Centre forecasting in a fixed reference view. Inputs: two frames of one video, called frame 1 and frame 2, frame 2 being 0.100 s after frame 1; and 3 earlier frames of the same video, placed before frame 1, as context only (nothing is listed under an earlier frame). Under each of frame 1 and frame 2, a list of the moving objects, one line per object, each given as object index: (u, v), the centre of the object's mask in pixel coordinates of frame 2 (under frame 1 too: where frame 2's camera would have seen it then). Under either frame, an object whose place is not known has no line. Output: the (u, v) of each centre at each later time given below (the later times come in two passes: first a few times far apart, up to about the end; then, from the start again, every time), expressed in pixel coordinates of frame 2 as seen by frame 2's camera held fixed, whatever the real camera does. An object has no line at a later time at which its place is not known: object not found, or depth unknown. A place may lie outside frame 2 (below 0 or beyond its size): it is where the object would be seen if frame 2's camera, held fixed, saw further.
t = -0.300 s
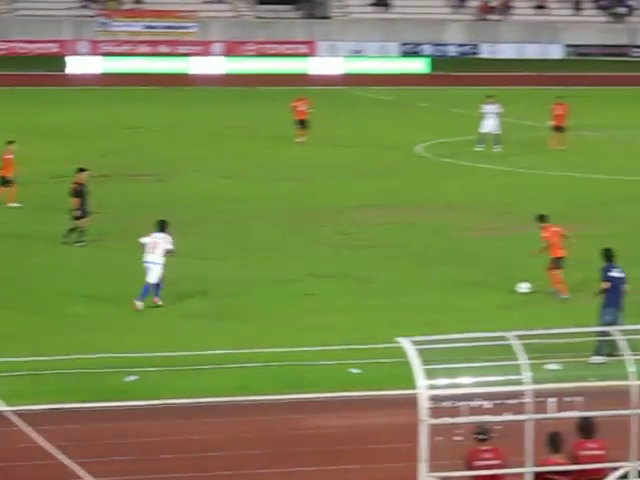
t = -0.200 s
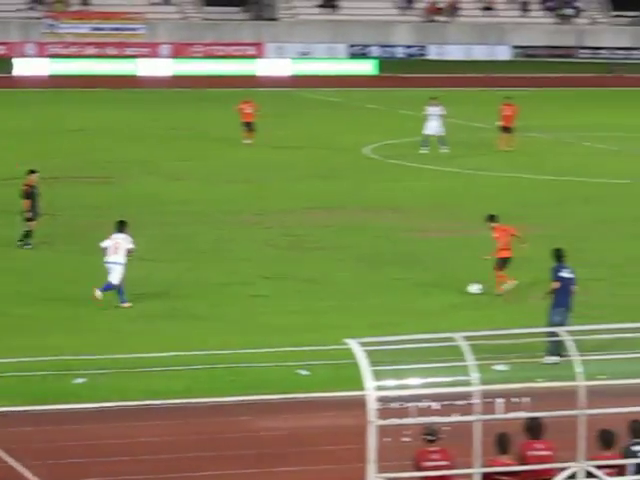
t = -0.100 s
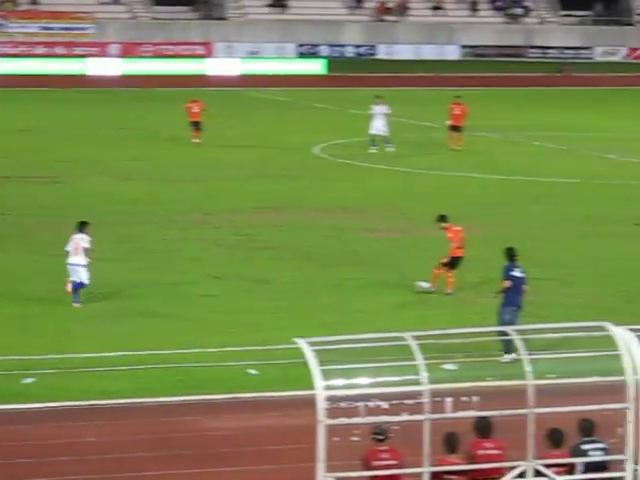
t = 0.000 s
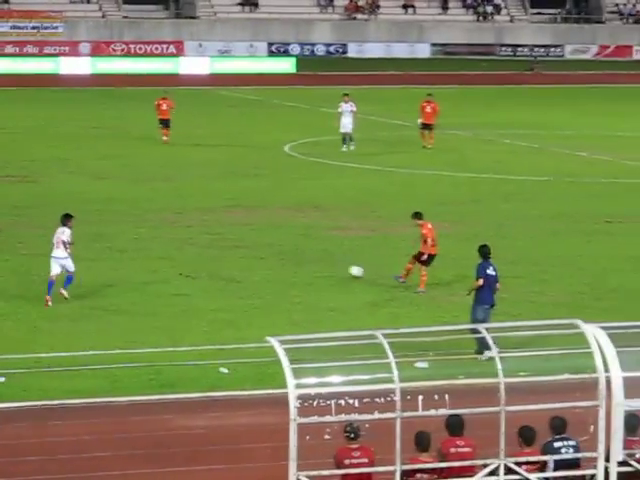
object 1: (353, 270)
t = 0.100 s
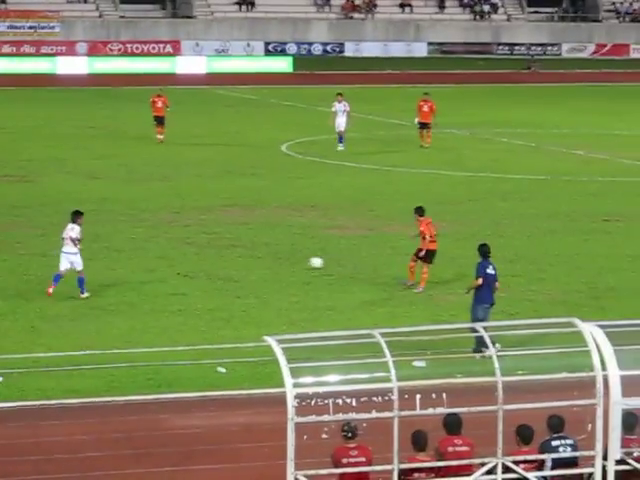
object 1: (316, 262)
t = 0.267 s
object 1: (266, 249)
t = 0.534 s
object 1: (206, 232)
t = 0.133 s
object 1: (304, 261)
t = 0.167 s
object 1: (294, 258)
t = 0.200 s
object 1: (284, 255)
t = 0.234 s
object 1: (275, 252)
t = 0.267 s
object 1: (266, 249)
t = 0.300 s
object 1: (257, 247)
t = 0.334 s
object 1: (248, 245)
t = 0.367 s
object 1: (240, 243)
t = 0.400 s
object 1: (233, 240)
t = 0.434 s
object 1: (226, 237)
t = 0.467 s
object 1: (219, 235)
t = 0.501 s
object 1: (212, 233)
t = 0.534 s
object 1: (206, 232)
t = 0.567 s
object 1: (200, 231)
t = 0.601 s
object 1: (195, 228)
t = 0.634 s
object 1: (189, 227)
